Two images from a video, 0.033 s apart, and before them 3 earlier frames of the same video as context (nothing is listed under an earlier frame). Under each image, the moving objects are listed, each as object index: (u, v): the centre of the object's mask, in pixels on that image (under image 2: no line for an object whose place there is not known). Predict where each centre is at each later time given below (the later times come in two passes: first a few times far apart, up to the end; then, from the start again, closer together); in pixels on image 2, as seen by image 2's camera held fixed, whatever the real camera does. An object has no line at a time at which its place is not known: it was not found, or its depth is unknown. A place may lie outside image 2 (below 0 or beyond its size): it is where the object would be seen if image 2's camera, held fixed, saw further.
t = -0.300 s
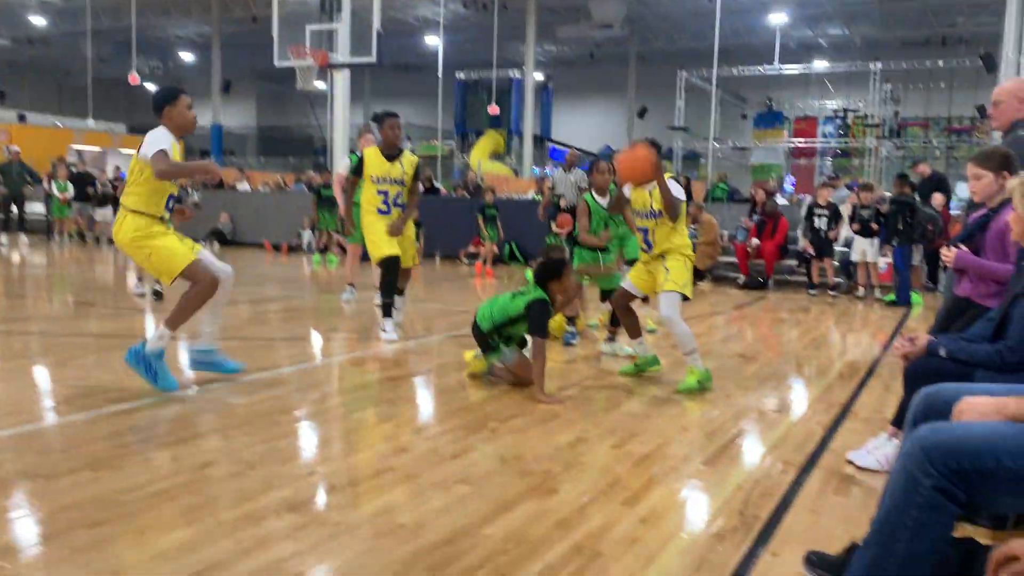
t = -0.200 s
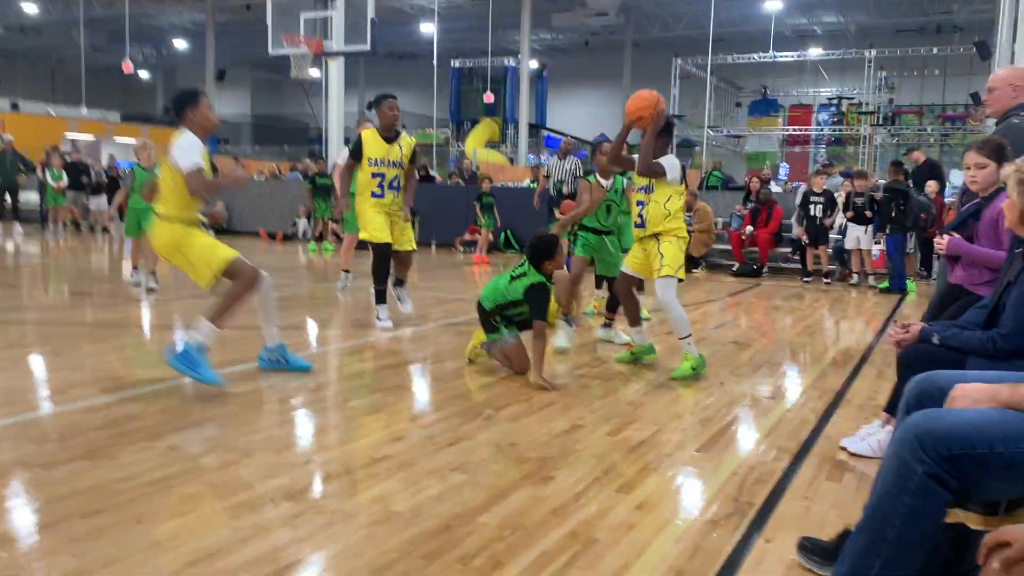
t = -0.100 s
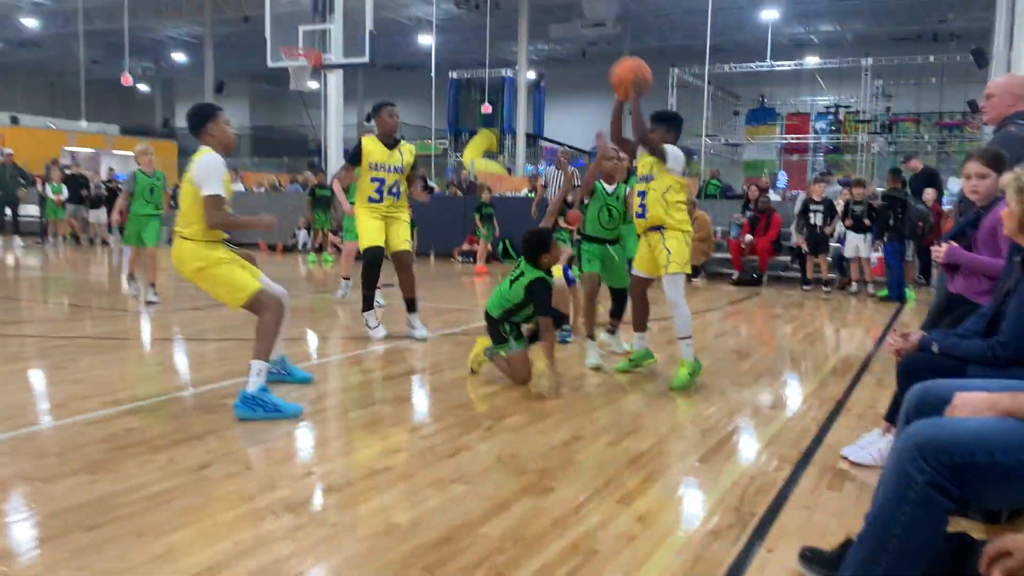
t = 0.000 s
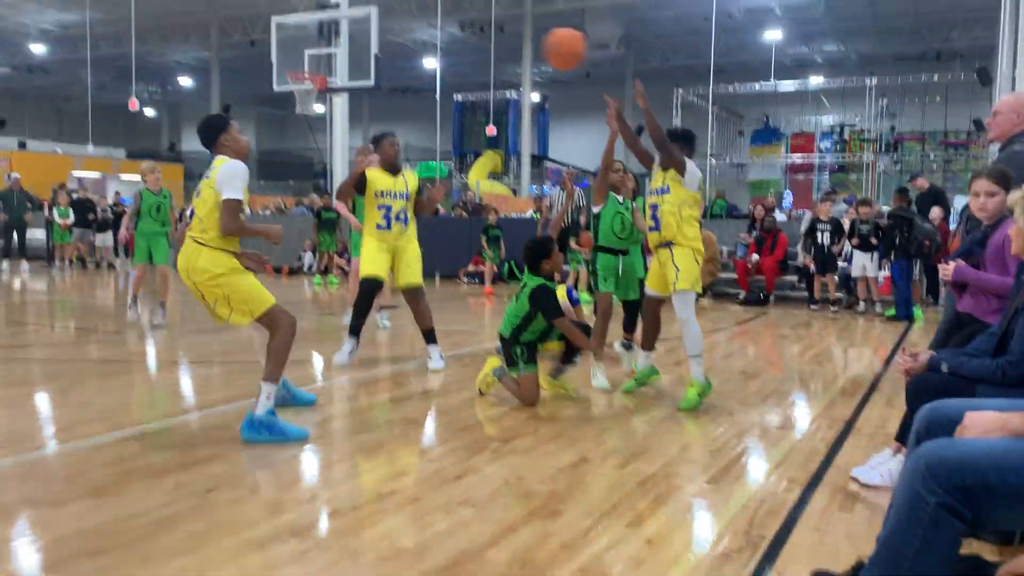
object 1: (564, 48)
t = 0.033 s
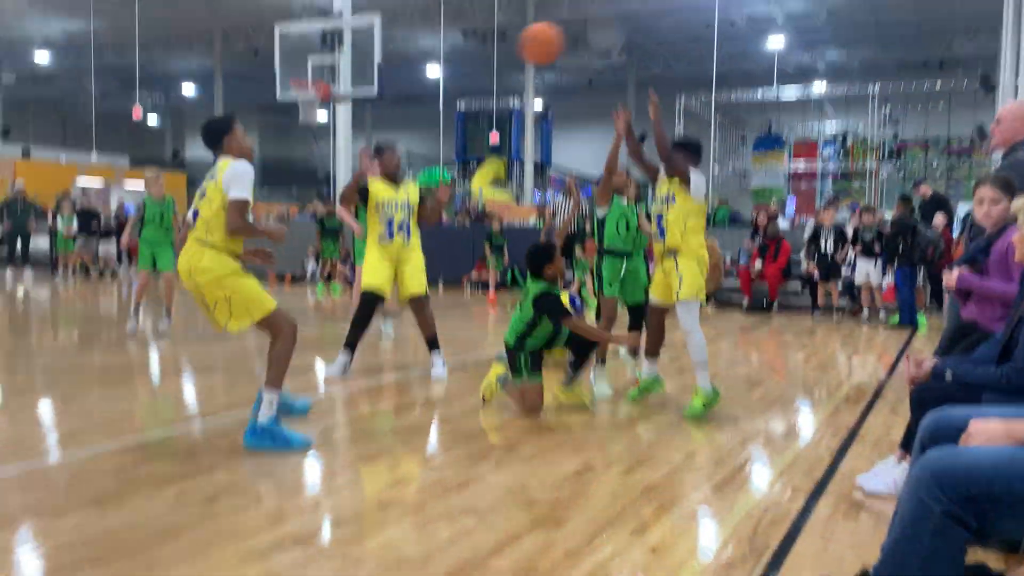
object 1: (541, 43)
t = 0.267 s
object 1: (345, 2)
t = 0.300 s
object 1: (316, 4)
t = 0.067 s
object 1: (515, 32)
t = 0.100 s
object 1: (486, 22)
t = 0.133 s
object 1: (459, 13)
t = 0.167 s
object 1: (431, 7)
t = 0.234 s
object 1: (373, 2)
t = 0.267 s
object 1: (345, 2)
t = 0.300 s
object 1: (316, 4)
